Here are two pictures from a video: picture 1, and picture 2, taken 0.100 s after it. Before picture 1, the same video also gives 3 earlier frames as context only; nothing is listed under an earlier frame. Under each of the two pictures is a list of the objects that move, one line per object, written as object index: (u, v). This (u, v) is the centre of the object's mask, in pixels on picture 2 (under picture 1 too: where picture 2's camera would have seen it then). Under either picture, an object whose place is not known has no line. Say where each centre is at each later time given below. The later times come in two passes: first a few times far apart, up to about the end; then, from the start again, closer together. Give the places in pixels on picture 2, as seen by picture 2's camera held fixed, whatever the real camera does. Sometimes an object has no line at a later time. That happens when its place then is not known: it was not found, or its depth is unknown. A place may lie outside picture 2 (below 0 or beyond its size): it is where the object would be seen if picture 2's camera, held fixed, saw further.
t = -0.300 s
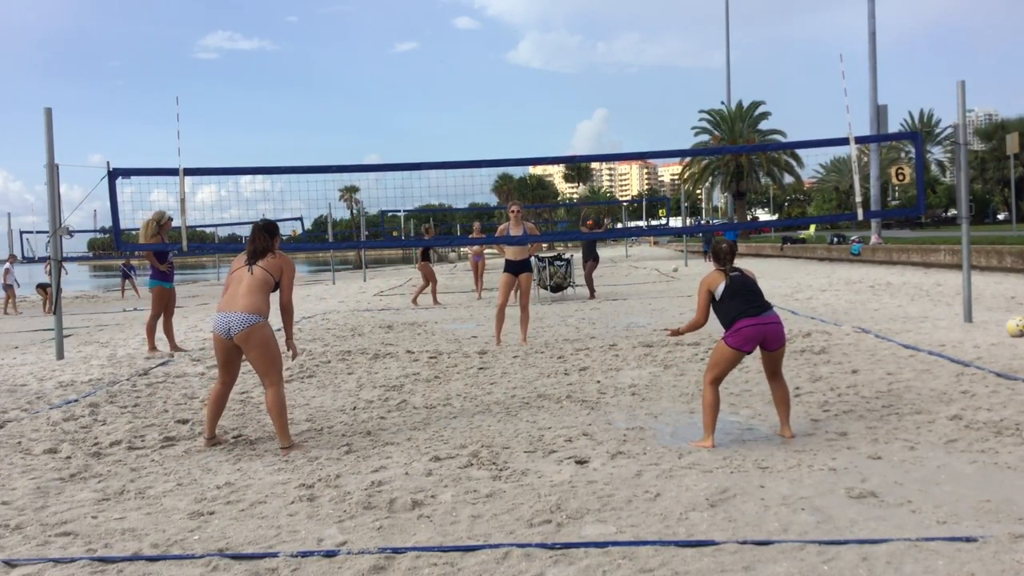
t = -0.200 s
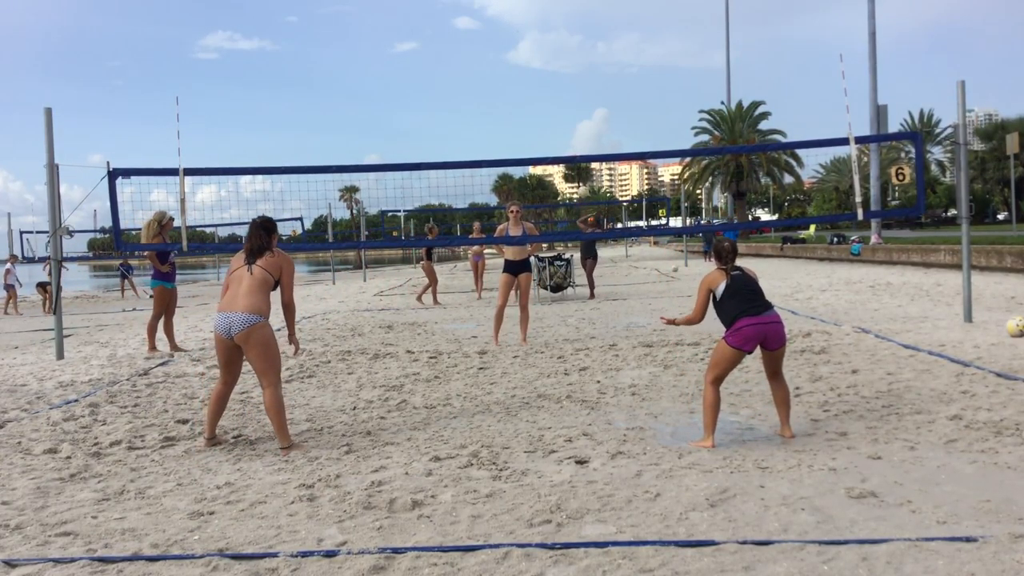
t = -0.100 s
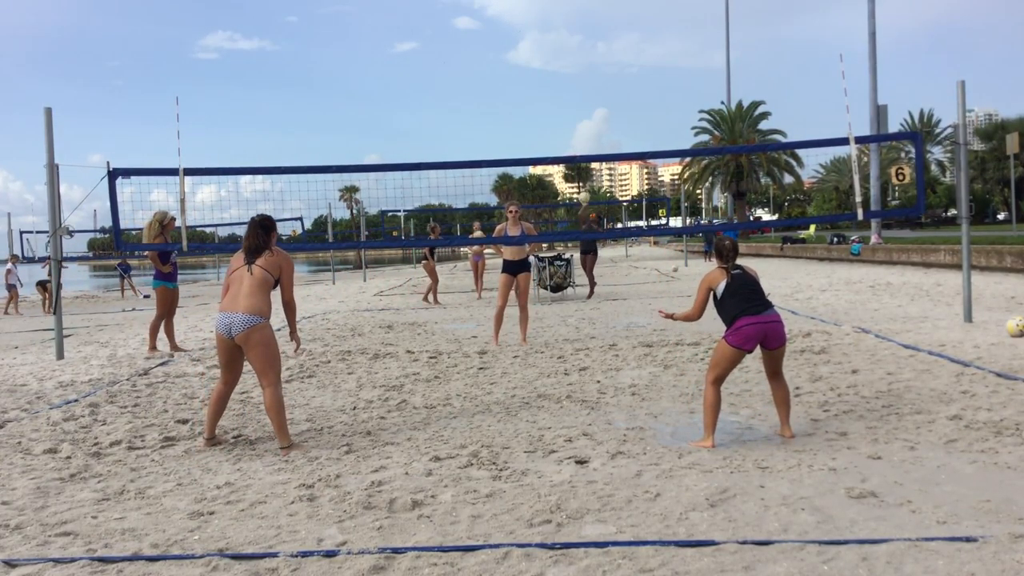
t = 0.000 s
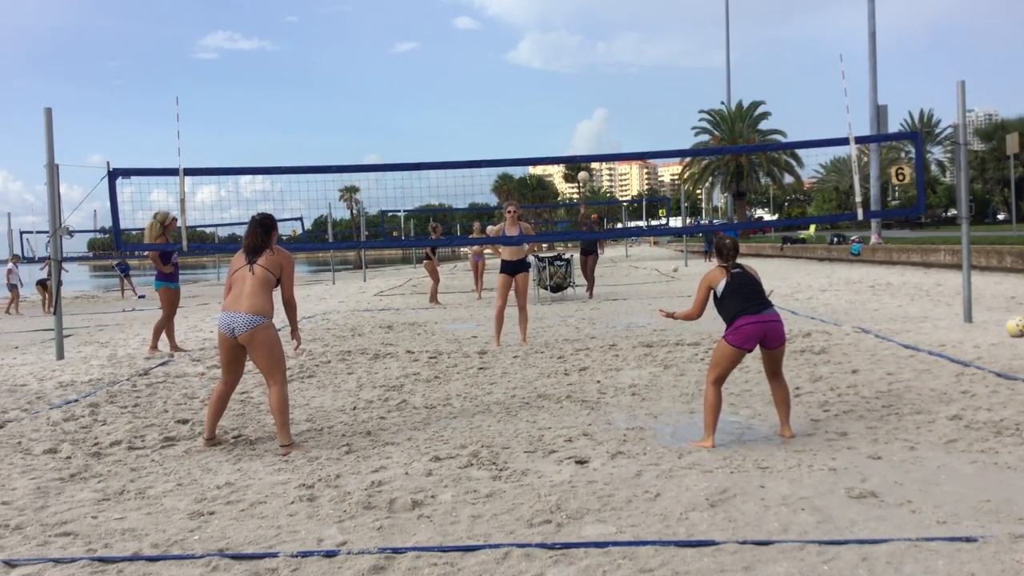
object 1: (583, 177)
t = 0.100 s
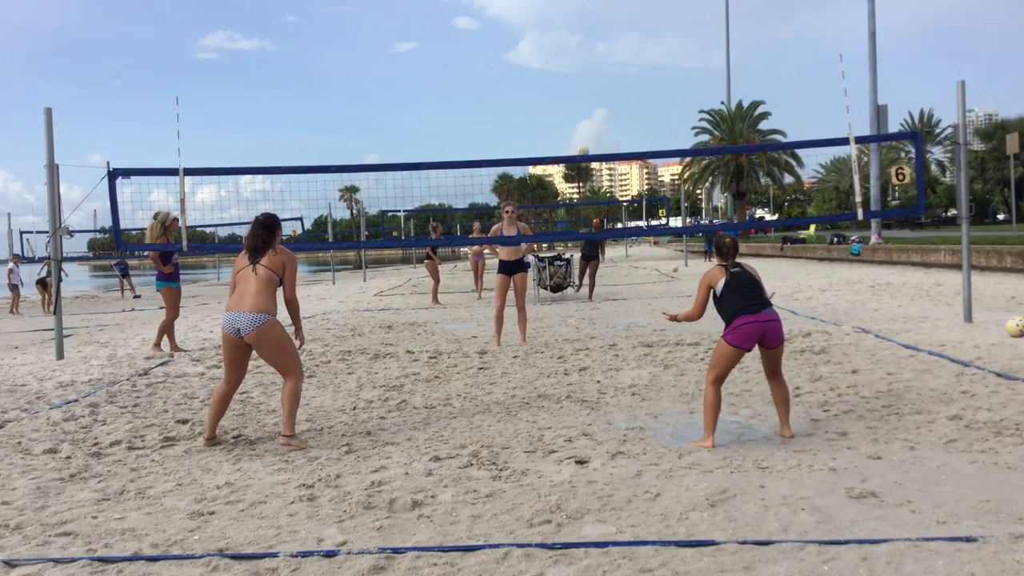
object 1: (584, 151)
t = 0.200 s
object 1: (582, 128)
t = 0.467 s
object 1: (584, 78)
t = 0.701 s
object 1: (588, 65)
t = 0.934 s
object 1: (591, 101)
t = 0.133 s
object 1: (583, 144)
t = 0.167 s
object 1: (583, 136)
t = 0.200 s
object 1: (582, 128)
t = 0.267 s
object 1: (582, 113)
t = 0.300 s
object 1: (582, 107)
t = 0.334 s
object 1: (583, 100)
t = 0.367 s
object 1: (583, 94)
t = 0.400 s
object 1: (583, 88)
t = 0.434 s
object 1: (583, 83)
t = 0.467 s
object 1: (584, 78)
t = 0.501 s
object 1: (585, 74)
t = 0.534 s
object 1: (585, 71)
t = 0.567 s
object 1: (586, 68)
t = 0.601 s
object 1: (586, 66)
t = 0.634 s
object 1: (587, 65)
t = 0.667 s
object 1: (588, 65)
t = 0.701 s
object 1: (588, 65)
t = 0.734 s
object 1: (589, 67)
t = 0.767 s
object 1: (589, 70)
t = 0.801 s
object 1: (589, 73)
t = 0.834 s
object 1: (590, 78)
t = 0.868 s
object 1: (590, 84)
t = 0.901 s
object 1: (590, 92)
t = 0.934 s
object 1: (591, 101)
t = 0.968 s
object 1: (591, 112)
